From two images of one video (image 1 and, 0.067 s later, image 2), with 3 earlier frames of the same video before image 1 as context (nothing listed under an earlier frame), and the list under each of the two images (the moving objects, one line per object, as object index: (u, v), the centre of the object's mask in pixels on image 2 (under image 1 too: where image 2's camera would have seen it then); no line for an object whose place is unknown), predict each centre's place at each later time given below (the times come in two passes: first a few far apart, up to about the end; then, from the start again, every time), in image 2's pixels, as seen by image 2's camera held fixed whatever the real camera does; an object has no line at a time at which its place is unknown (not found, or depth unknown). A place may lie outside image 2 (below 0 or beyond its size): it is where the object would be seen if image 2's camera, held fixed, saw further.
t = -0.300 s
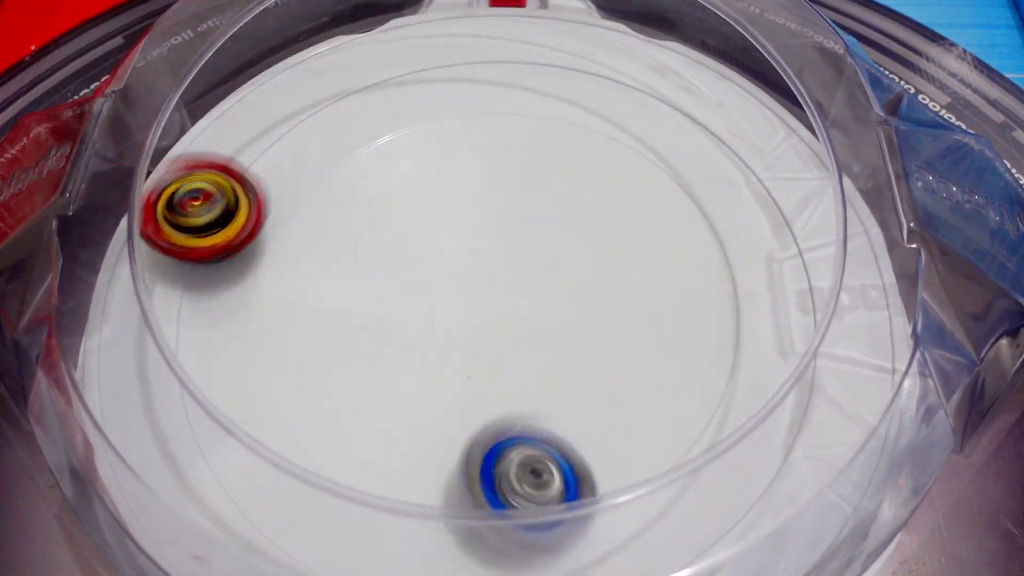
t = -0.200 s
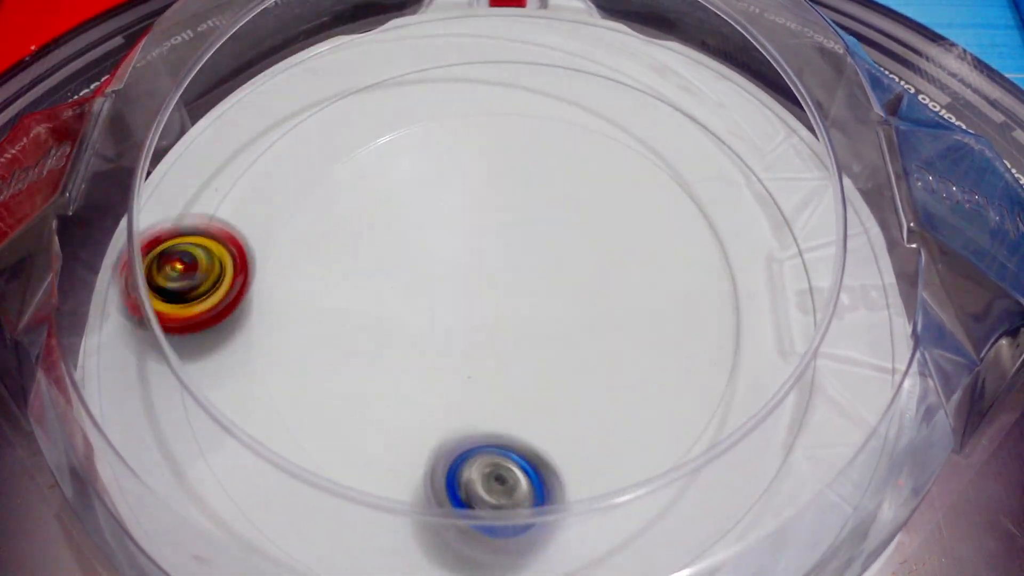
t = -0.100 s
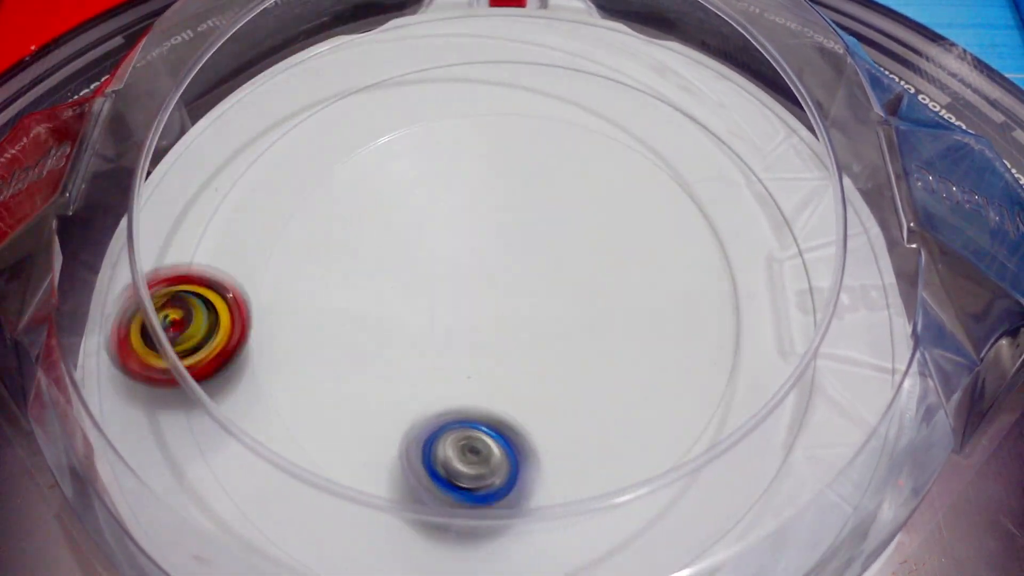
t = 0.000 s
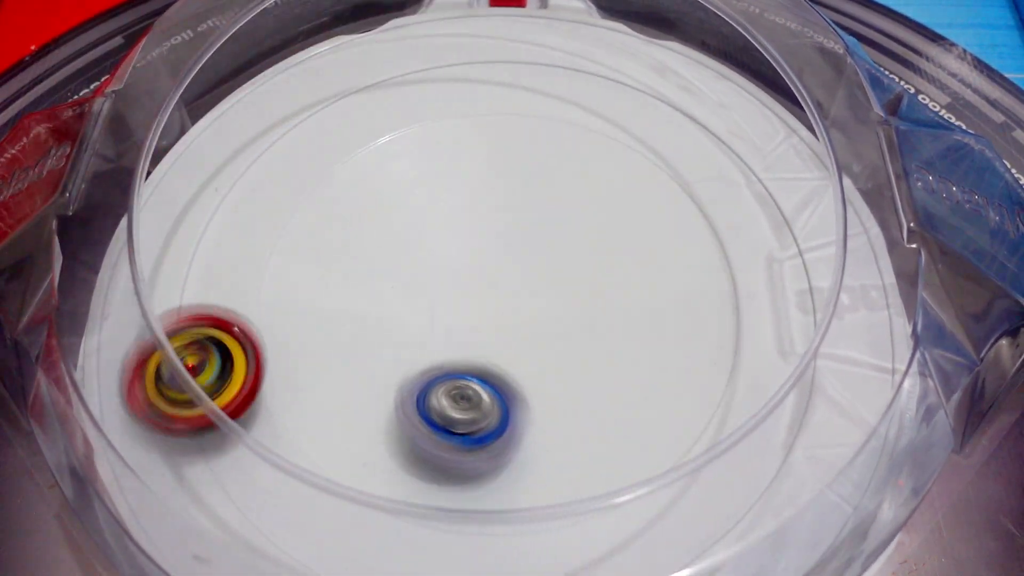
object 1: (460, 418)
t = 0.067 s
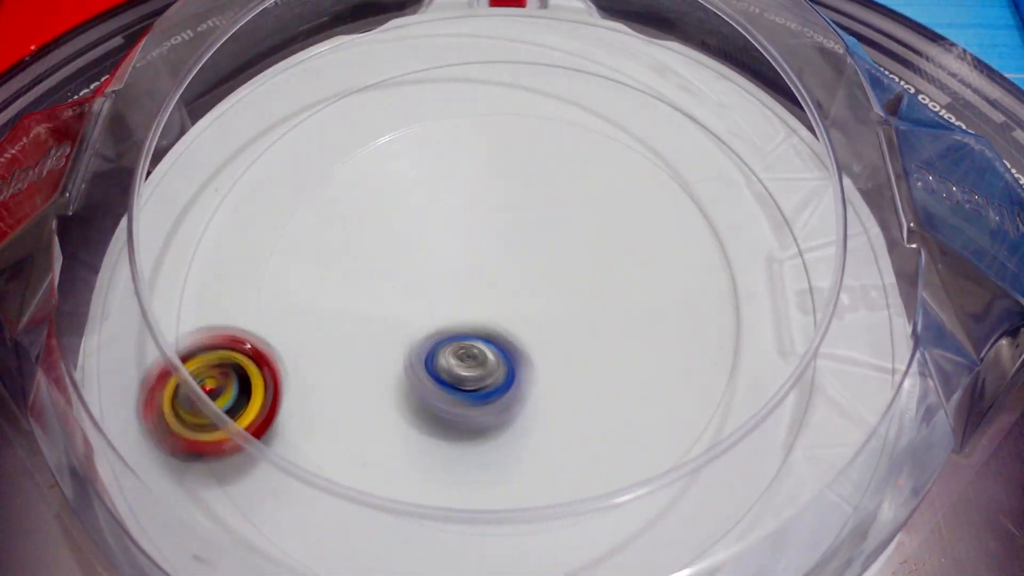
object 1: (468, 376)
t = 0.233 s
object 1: (514, 273)
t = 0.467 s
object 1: (592, 242)
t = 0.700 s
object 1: (556, 218)
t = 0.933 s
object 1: (467, 248)
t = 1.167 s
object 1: (396, 288)
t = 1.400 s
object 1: (379, 220)
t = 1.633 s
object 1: (472, 227)
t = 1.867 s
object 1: (500, 274)
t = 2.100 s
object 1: (434, 281)
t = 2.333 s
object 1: (410, 250)
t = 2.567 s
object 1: (407, 204)
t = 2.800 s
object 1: (483, 243)
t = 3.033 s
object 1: (512, 333)
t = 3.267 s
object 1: (495, 387)
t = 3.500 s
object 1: (480, 356)
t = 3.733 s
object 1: (541, 290)
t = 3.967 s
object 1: (592, 273)
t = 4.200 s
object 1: (577, 296)
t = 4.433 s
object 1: (522, 361)
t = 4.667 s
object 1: (448, 337)
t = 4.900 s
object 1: (426, 285)
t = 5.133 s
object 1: (434, 259)
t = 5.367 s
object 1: (302, 210)
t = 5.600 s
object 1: (367, 268)
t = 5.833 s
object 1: (432, 340)
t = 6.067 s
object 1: (326, 343)
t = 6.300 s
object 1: (410, 320)
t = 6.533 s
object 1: (504, 346)
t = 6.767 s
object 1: (505, 352)
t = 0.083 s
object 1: (470, 365)
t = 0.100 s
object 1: (475, 354)
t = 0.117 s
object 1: (479, 343)
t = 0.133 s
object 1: (483, 333)
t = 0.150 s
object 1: (488, 321)
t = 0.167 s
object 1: (493, 311)
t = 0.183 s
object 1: (498, 299)
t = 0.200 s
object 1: (504, 290)
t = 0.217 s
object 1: (509, 280)
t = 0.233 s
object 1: (514, 273)
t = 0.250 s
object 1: (518, 263)
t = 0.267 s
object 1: (523, 255)
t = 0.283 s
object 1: (529, 249)
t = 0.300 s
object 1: (536, 244)
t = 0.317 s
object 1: (541, 238)
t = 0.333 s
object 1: (547, 235)
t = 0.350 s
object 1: (554, 232)
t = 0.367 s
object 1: (560, 231)
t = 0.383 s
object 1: (566, 230)
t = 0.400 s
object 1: (571, 232)
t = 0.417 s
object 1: (577, 233)
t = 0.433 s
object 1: (582, 236)
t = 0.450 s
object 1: (587, 238)
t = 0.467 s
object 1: (592, 242)
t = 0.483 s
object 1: (595, 245)
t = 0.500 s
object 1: (599, 250)
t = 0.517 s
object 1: (602, 254)
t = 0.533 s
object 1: (604, 260)
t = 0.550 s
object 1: (605, 260)
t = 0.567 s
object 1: (604, 259)
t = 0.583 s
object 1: (601, 254)
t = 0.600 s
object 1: (598, 243)
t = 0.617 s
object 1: (594, 237)
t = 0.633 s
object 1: (588, 231)
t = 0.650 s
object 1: (581, 228)
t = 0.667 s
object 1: (573, 224)
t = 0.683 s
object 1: (564, 221)
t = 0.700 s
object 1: (556, 218)
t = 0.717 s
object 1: (546, 215)
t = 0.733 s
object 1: (539, 213)
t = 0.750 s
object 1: (532, 210)
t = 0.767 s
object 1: (525, 211)
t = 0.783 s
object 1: (517, 212)
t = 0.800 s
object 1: (509, 216)
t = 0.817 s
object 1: (501, 219)
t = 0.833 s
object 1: (492, 222)
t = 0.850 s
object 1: (486, 225)
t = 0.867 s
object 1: (479, 228)
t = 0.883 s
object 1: (476, 230)
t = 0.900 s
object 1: (473, 233)
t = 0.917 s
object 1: (470, 241)
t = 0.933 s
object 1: (467, 248)
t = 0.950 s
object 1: (463, 255)
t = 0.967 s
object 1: (461, 261)
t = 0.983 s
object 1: (458, 267)
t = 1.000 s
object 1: (458, 269)
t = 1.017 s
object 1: (459, 274)
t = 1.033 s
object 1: (461, 281)
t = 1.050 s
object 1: (461, 287)
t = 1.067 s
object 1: (458, 293)
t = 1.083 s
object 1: (456, 298)
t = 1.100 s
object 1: (447, 298)
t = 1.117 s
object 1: (434, 293)
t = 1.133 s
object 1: (421, 292)
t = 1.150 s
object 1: (410, 291)
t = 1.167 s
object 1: (396, 288)
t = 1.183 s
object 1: (386, 285)
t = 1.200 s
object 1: (377, 278)
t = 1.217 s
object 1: (372, 273)
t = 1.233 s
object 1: (368, 270)
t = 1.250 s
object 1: (364, 265)
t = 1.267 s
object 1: (359, 262)
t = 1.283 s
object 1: (357, 254)
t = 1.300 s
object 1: (358, 247)
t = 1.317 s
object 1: (362, 243)
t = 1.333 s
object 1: (364, 238)
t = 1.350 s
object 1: (364, 236)
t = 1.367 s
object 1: (367, 229)
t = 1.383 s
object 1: (372, 223)
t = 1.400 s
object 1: (379, 220)
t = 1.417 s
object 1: (384, 217)
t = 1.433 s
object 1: (388, 216)
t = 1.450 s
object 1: (394, 213)
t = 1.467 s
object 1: (400, 210)
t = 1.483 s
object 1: (409, 209)
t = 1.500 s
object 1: (416, 209)
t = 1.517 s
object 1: (421, 212)
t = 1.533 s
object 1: (428, 211)
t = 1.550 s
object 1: (436, 211)
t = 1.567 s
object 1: (445, 214)
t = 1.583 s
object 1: (453, 216)
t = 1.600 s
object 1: (457, 220)
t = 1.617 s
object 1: (466, 222)
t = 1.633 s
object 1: (472, 227)
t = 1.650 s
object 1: (480, 232)
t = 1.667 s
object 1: (487, 236)
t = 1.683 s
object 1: (492, 242)
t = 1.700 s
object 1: (497, 247)
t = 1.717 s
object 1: (500, 252)
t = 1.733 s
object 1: (504, 256)
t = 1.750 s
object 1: (508, 258)
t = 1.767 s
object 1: (511, 260)
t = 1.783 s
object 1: (512, 262)
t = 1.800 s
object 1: (509, 263)
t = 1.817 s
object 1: (511, 265)
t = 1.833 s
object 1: (509, 270)
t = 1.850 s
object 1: (504, 272)
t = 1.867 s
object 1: (500, 274)
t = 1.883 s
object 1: (497, 277)
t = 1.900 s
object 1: (492, 280)
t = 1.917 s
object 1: (486, 284)
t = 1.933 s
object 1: (479, 284)
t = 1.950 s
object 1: (476, 282)
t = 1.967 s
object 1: (471, 284)
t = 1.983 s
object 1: (465, 285)
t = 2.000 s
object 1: (458, 286)
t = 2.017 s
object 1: (453, 284)
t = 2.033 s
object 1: (451, 284)
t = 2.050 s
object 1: (446, 285)
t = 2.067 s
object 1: (439, 285)
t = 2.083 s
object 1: (436, 283)
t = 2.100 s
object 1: (434, 281)
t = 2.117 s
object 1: (431, 282)
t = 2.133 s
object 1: (427, 281)
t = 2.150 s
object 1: (424, 279)
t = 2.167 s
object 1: (424, 276)
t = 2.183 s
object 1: (425, 277)
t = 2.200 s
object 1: (421, 275)
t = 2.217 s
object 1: (414, 266)
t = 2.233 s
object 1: (411, 262)
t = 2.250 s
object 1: (408, 260)
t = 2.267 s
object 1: (403, 258)
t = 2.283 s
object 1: (403, 252)
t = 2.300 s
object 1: (407, 252)
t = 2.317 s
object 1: (408, 252)
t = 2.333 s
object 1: (410, 250)
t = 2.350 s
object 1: (417, 248)
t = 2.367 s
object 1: (423, 251)
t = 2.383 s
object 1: (426, 253)
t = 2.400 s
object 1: (432, 252)
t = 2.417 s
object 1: (437, 251)
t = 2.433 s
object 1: (435, 251)
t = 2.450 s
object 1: (425, 241)
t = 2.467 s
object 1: (419, 229)
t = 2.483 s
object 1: (415, 224)
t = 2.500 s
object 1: (410, 218)
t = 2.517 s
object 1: (406, 211)
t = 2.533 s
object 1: (407, 207)
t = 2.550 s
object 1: (409, 205)
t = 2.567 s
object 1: (407, 204)
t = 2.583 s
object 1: (410, 200)
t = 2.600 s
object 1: (415, 198)
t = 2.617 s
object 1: (418, 200)
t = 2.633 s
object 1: (422, 200)
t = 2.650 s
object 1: (428, 198)
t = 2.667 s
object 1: (435, 202)
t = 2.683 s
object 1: (440, 206)
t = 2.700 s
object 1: (445, 208)
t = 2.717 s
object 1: (453, 211)
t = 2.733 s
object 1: (460, 217)
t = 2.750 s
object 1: (463, 224)
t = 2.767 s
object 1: (469, 229)
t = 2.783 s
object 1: (477, 233)
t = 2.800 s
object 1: (483, 243)
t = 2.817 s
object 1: (486, 251)
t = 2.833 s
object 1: (490, 255)
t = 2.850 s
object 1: (496, 263)
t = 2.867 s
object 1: (501, 272)
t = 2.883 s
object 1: (501, 280)
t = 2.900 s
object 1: (504, 285)
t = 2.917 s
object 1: (509, 290)
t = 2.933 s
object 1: (509, 301)
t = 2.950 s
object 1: (509, 307)
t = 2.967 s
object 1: (510, 309)
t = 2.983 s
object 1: (513, 317)
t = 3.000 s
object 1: (513, 326)
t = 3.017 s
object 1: (510, 331)
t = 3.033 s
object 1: (512, 333)
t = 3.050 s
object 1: (514, 341)
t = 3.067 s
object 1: (510, 347)
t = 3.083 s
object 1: (510, 352)
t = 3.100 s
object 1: (513, 353)
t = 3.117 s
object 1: (511, 361)
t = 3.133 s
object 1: (508, 366)
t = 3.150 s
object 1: (508, 365)
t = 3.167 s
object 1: (508, 371)
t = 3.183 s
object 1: (506, 376)
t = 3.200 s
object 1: (501, 379)
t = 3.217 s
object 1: (501, 378)
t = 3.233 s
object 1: (502, 383)
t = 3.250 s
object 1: (496, 387)
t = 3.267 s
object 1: (495, 387)
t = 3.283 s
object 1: (496, 385)
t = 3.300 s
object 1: (494, 390)
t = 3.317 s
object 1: (490, 390)
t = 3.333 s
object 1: (490, 386)
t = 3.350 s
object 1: (490, 389)
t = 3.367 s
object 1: (485, 389)
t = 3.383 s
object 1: (483, 386)
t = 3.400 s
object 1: (485, 383)
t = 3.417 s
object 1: (483, 382)
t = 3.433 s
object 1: (479, 378)
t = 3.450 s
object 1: (481, 371)
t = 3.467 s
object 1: (482, 368)
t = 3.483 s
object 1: (479, 364)
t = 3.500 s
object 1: (480, 356)
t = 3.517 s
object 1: (485, 350)
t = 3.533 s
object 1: (484, 347)
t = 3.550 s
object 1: (487, 340)
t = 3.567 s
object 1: (491, 333)
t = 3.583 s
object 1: (494, 331)
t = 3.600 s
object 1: (495, 326)
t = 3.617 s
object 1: (500, 317)
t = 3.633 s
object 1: (506, 316)
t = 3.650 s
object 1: (508, 313)
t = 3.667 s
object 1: (511, 306)
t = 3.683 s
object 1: (519, 302)
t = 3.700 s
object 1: (521, 301)
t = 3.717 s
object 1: (528, 297)
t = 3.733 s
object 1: (541, 290)
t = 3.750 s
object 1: (550, 287)
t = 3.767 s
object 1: (554, 285)
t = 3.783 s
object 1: (562, 278)
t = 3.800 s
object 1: (570, 278)
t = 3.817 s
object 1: (570, 278)
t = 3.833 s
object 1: (576, 273)
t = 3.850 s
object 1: (581, 274)
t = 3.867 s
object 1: (581, 275)
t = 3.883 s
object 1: (585, 271)
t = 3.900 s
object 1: (591, 271)
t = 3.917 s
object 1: (588, 274)
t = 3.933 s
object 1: (590, 271)
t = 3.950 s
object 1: (595, 270)
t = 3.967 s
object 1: (592, 273)
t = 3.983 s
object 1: (592, 271)
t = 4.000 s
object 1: (595, 270)
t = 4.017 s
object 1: (592, 273)
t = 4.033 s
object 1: (590, 272)
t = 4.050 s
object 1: (592, 272)
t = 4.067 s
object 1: (588, 275)
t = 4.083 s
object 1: (584, 274)
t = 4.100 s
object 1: (583, 274)
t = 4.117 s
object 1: (577, 278)
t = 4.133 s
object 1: (571, 279)
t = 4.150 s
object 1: (575, 279)
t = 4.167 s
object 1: (574, 288)
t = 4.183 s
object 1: (574, 291)
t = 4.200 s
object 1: (577, 296)
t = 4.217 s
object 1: (573, 303)
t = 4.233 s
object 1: (572, 303)
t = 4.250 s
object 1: (570, 310)
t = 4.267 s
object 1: (564, 314)
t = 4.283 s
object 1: (562, 314)
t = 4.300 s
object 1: (558, 322)
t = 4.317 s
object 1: (553, 329)
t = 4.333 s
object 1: (553, 337)
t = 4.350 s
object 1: (548, 343)
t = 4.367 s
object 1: (544, 345)
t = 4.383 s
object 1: (540, 353)
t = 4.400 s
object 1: (532, 357)
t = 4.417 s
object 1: (530, 357)
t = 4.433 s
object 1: (522, 361)
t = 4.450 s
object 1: (514, 362)
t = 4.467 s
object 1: (511, 363)
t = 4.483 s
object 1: (503, 363)
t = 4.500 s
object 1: (498, 362)
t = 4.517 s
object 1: (492, 363)
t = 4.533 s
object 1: (484, 361)
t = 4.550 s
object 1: (481, 361)
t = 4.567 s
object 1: (474, 358)
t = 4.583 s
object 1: (471, 353)
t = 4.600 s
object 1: (463, 354)
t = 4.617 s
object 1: (458, 350)
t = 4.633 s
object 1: (458, 345)
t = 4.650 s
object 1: (449, 343)
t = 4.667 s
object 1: (448, 337)
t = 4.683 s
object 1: (443, 337)
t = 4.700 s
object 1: (436, 334)
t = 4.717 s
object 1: (436, 332)
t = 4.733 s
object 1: (430, 329)
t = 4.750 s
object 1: (430, 323)
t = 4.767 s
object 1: (425, 322)
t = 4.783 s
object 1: (424, 316)
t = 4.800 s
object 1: (424, 314)
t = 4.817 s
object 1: (421, 308)
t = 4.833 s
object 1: (424, 304)
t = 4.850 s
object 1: (422, 301)
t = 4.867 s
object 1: (424, 292)
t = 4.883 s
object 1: (425, 292)
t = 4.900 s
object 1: (426, 285)
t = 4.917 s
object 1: (425, 284)
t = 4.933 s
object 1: (416, 281)
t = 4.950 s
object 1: (414, 279)
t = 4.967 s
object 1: (408, 278)
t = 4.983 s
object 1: (411, 275)
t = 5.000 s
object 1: (408, 274)
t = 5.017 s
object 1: (411, 269)
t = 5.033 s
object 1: (411, 271)
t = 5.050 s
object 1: (414, 264)
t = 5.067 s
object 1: (416, 265)
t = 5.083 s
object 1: (419, 259)
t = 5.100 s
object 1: (424, 261)
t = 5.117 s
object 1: (428, 257)
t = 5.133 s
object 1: (434, 259)
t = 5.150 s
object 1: (437, 257)
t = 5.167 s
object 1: (426, 256)
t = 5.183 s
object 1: (406, 251)
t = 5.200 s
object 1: (392, 241)
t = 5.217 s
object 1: (372, 232)
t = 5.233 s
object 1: (358, 230)
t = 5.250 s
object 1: (347, 222)
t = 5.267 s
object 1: (332, 219)
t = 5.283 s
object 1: (325, 218)
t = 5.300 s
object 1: (317, 214)
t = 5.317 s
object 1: (313, 212)
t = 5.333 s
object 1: (306, 211)
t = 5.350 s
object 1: (305, 211)
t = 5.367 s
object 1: (302, 210)
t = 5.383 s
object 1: (301, 212)
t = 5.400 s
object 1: (302, 214)
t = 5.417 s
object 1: (303, 217)
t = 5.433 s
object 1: (306, 218)
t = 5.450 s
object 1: (307, 221)
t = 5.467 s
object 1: (313, 225)
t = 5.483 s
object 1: (315, 229)
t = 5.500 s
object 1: (322, 235)
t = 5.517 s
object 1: (326, 236)
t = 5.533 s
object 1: (333, 245)
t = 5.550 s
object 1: (341, 246)
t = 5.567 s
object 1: (350, 257)
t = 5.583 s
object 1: (360, 259)
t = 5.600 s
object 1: (367, 268)
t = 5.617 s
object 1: (381, 272)
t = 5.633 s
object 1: (388, 278)
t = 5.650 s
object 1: (405, 287)
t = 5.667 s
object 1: (412, 290)
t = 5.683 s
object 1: (427, 300)
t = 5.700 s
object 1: (439, 301)
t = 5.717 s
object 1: (452, 311)
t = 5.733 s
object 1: (464, 310)
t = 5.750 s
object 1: (467, 316)
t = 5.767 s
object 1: (470, 321)
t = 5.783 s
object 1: (462, 319)
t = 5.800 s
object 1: (451, 329)
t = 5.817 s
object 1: (441, 338)
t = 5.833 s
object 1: (432, 340)
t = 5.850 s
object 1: (419, 343)
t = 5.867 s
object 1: (405, 350)
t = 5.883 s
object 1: (396, 354)
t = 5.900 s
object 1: (384, 357)
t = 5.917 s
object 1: (373, 359)
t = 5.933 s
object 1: (362, 360)
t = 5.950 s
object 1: (352, 360)
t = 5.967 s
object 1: (345, 357)
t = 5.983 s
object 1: (339, 355)
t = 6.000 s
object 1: (333, 352)
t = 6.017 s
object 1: (330, 350)
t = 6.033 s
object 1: (327, 348)
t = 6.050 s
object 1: (325, 346)
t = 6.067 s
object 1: (326, 343)
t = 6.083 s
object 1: (327, 341)
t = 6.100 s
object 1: (330, 339)
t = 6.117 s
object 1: (333, 337)
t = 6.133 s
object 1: (339, 337)
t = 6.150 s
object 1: (346, 335)
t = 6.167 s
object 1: (353, 333)
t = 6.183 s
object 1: (361, 329)
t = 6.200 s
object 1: (367, 325)
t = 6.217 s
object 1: (371, 321)
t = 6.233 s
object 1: (377, 320)
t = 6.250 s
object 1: (383, 320)
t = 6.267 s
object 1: (391, 320)
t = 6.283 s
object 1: (402, 319)
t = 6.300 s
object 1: (410, 320)
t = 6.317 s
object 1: (415, 322)
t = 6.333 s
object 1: (422, 324)
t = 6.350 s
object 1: (426, 324)
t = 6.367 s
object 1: (430, 325)
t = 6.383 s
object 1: (434, 326)
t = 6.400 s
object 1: (441, 327)
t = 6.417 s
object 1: (449, 326)
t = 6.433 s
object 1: (457, 326)
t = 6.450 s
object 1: (467, 328)
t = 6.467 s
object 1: (476, 331)
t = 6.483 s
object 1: (485, 335)
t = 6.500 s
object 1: (493, 340)
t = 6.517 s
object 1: (499, 344)
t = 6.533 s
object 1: (504, 346)
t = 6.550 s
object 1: (506, 349)
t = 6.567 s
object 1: (507, 351)
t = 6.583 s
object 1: (508, 353)
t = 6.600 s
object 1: (508, 354)
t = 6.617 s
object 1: (508, 354)
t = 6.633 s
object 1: (509, 354)
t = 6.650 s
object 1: (509, 355)
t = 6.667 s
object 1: (509, 355)
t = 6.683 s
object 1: (509, 354)
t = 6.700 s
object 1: (508, 354)
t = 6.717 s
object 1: (507, 353)
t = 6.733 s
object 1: (507, 353)
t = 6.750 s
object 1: (506, 353)
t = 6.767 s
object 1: (505, 352)
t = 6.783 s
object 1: (504, 351)
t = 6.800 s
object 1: (505, 352)
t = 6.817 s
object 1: (505, 352)
